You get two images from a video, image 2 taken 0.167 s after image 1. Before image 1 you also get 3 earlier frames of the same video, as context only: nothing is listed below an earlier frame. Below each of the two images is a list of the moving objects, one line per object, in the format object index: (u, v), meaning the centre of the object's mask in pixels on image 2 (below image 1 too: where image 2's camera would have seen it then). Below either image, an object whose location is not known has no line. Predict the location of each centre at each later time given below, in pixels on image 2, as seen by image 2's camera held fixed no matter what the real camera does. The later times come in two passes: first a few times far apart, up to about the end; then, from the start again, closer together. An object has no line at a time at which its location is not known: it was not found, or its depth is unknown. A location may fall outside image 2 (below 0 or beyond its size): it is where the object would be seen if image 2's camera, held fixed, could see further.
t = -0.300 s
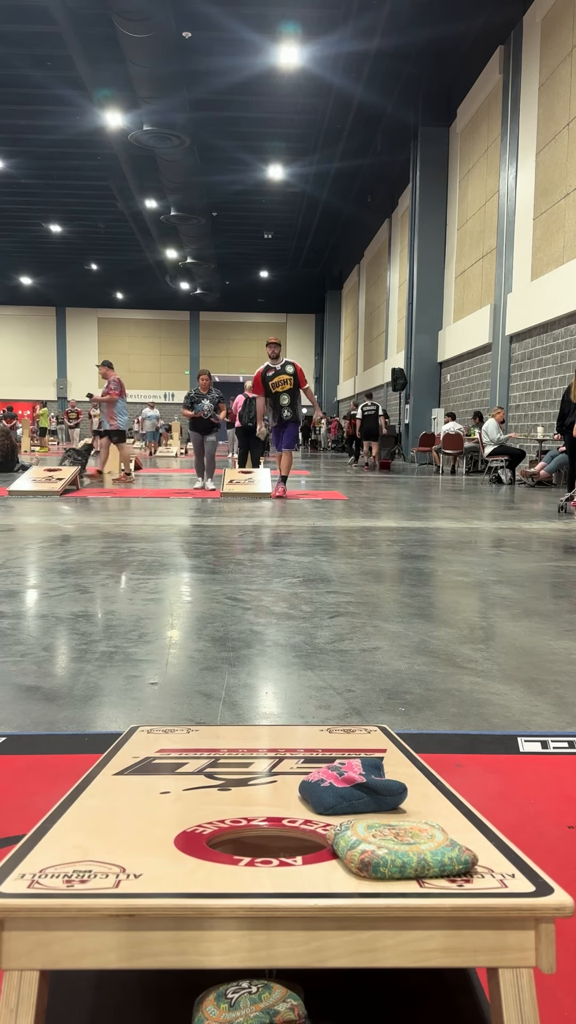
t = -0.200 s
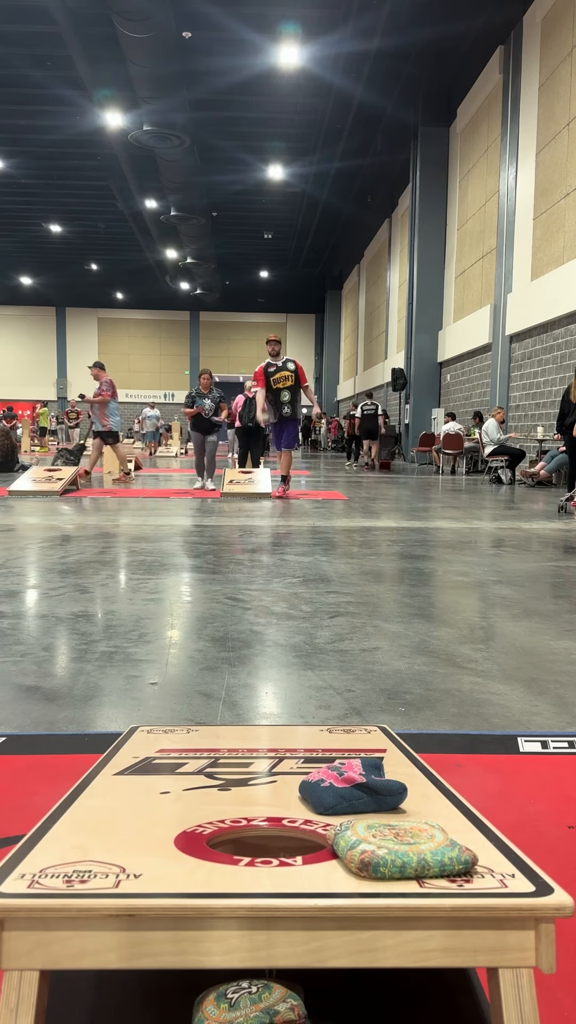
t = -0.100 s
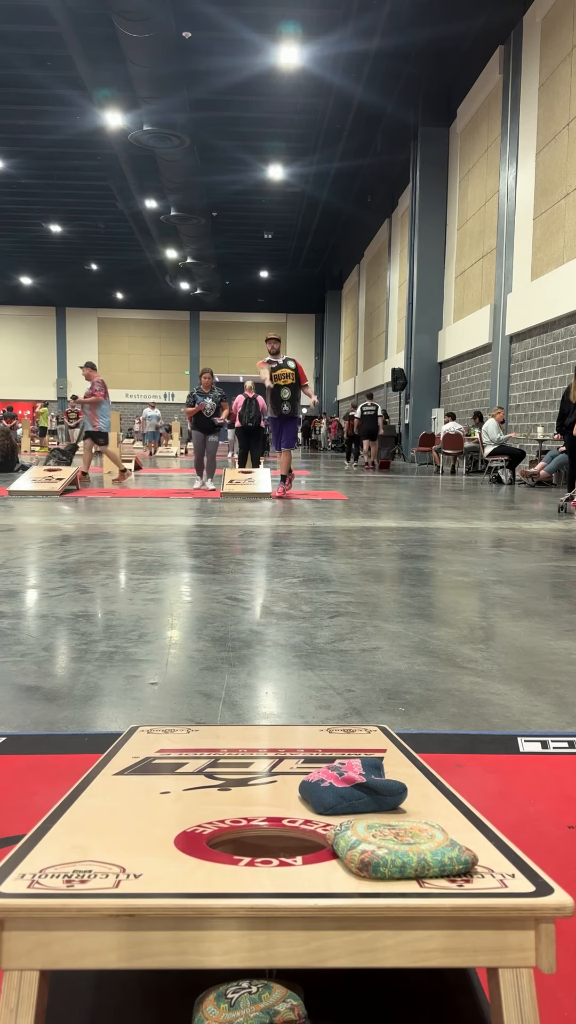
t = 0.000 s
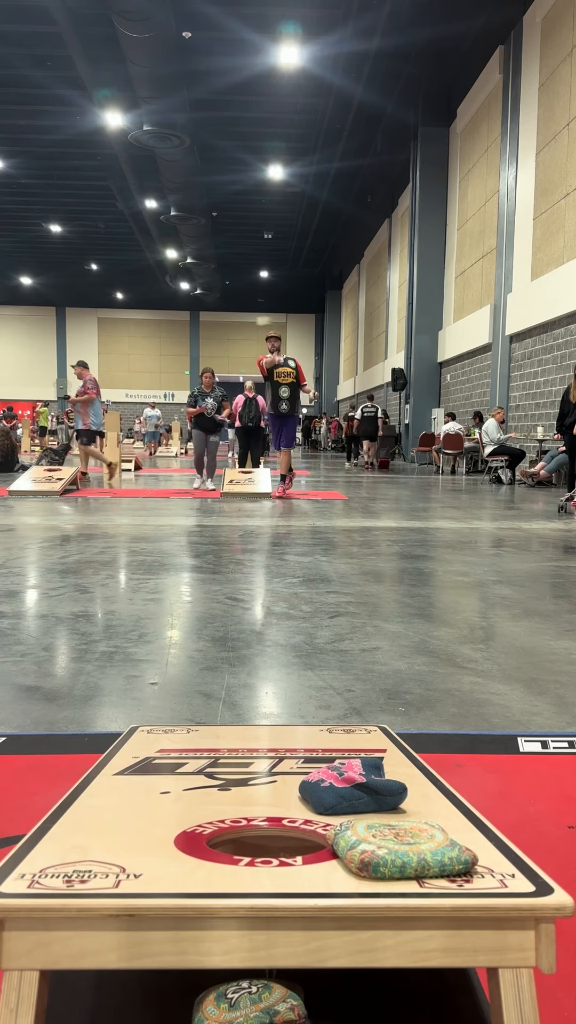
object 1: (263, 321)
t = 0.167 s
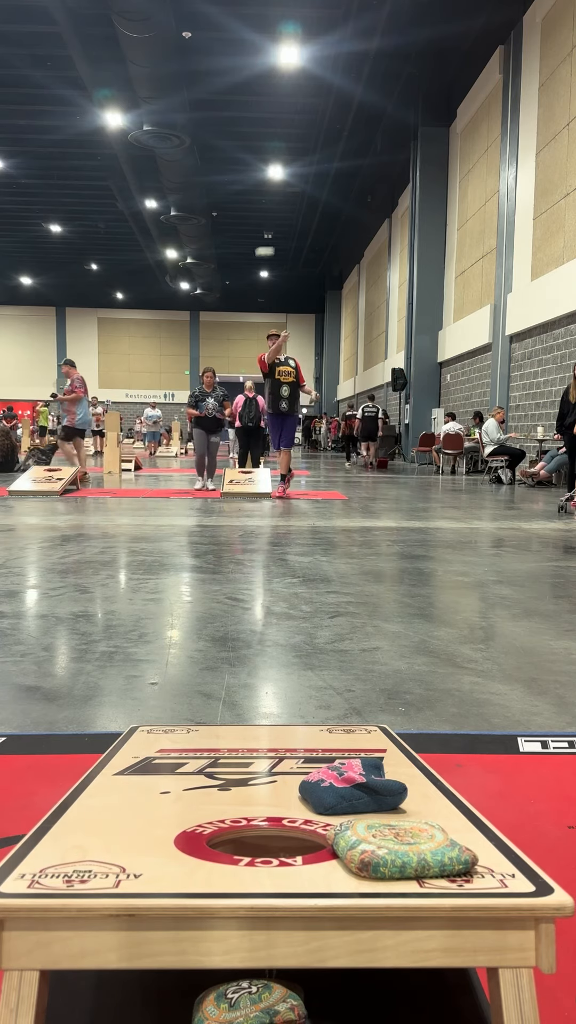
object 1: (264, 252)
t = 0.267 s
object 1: (265, 217)
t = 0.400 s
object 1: (266, 184)
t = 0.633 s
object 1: (268, 187)
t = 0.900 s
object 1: (275, 403)
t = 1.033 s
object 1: (269, 733)
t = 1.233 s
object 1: (260, 782)
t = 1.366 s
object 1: (254, 806)
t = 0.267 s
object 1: (265, 217)
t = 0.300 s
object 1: (266, 208)
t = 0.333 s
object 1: (265, 199)
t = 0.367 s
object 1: (266, 191)
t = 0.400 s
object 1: (266, 184)
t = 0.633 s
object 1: (268, 187)
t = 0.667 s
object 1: (268, 196)
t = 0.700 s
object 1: (268, 209)
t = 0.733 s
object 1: (268, 227)
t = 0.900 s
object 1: (275, 403)
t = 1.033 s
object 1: (269, 733)
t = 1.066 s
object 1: (267, 735)
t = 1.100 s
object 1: (266, 743)
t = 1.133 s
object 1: (265, 756)
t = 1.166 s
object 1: (265, 765)
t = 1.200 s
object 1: (264, 773)
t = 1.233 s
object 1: (260, 782)
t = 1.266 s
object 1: (257, 790)
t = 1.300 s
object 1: (257, 796)
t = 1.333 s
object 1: (256, 801)
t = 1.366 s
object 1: (254, 806)
